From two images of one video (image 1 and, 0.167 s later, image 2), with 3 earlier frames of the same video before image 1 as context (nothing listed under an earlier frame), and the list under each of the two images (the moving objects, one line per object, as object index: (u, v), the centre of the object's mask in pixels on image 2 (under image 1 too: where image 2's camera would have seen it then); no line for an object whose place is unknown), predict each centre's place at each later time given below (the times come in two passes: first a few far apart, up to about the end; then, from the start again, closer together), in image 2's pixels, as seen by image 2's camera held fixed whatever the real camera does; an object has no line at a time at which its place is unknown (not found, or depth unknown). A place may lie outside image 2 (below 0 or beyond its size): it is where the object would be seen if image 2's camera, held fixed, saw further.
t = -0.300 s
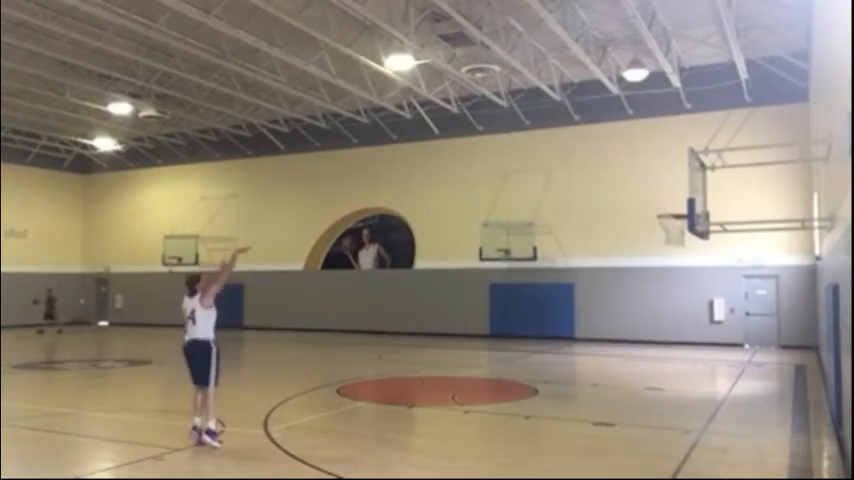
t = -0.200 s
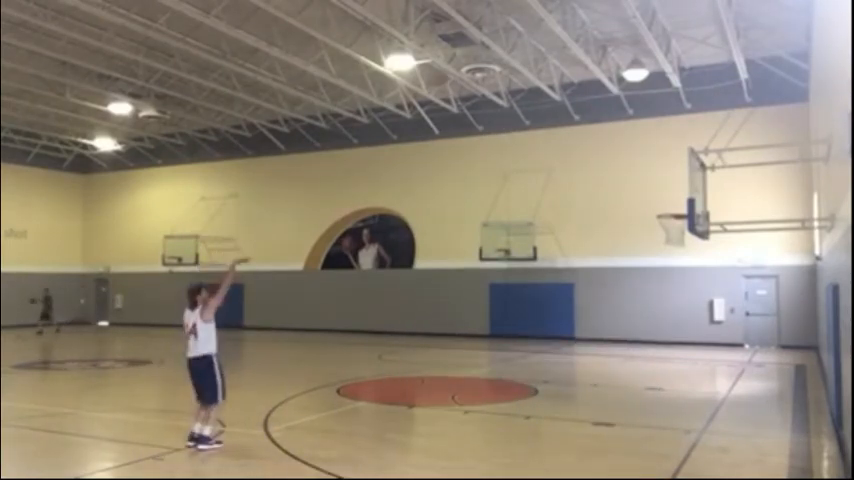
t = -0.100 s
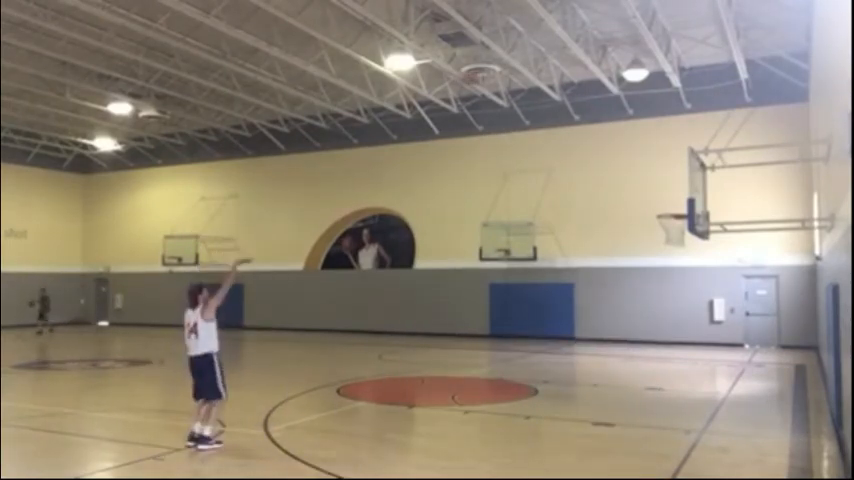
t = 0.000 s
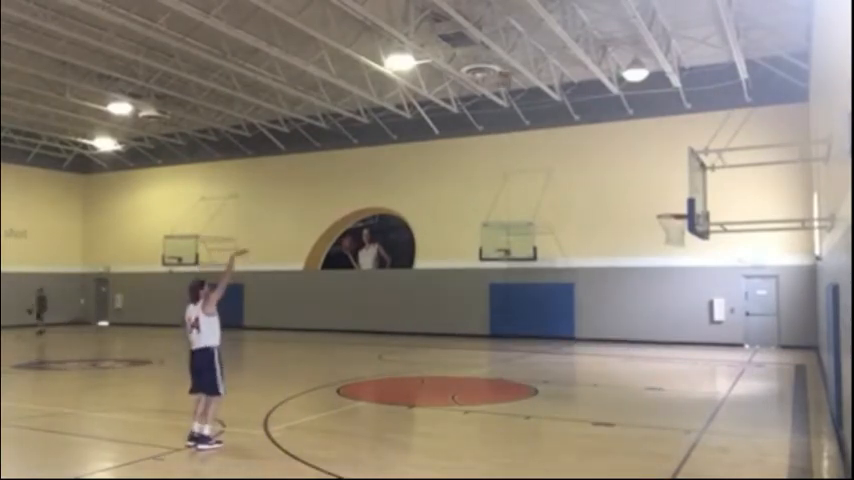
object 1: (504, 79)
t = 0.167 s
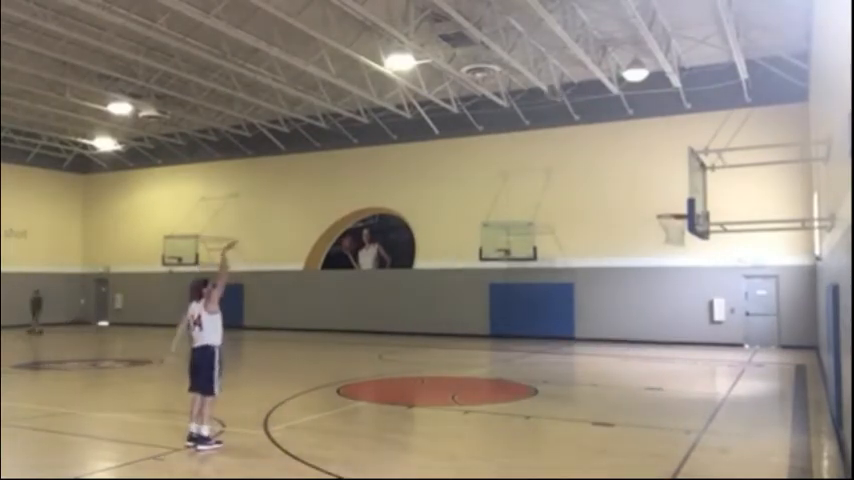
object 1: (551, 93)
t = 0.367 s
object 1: (605, 136)
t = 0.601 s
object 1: (663, 208)
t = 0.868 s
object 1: (701, 266)
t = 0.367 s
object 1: (605, 136)
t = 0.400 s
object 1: (614, 144)
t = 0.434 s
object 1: (622, 153)
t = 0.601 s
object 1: (663, 208)
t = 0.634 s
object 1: (668, 219)
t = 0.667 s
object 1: (678, 232)
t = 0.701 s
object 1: (682, 236)
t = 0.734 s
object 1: (686, 241)
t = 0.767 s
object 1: (689, 246)
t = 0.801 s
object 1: (693, 252)
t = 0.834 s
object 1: (697, 258)
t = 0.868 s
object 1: (701, 266)
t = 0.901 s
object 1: (704, 274)
